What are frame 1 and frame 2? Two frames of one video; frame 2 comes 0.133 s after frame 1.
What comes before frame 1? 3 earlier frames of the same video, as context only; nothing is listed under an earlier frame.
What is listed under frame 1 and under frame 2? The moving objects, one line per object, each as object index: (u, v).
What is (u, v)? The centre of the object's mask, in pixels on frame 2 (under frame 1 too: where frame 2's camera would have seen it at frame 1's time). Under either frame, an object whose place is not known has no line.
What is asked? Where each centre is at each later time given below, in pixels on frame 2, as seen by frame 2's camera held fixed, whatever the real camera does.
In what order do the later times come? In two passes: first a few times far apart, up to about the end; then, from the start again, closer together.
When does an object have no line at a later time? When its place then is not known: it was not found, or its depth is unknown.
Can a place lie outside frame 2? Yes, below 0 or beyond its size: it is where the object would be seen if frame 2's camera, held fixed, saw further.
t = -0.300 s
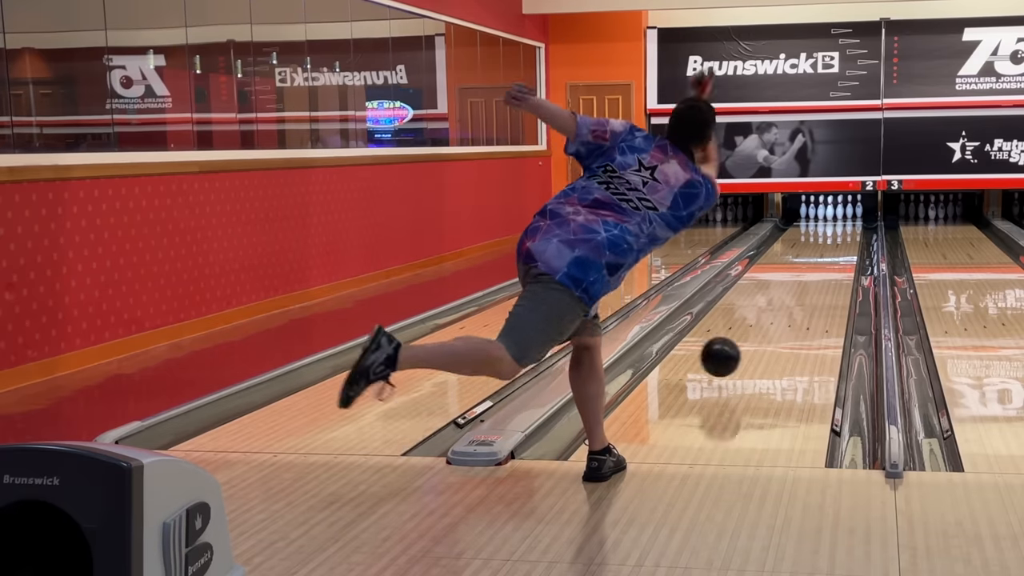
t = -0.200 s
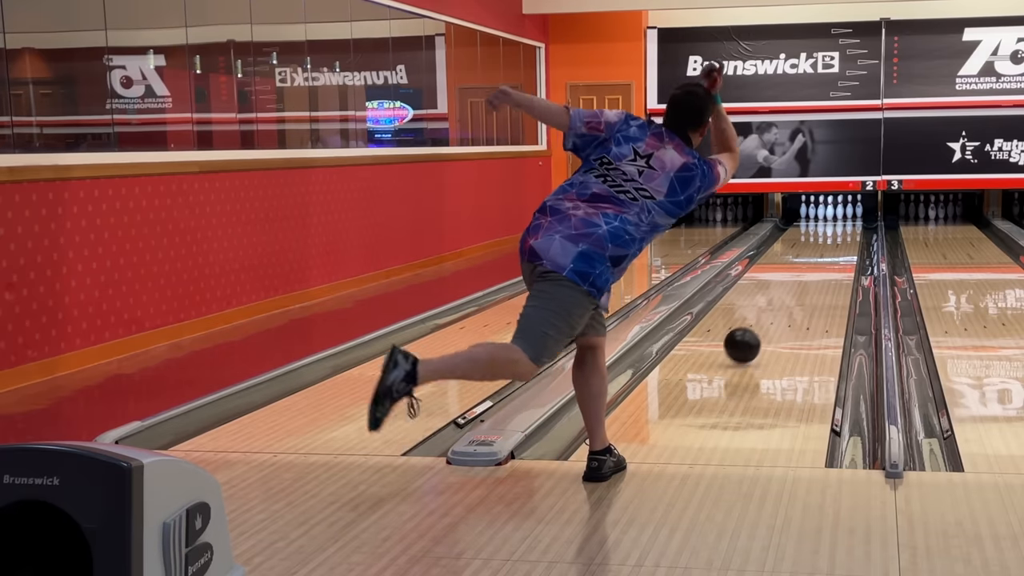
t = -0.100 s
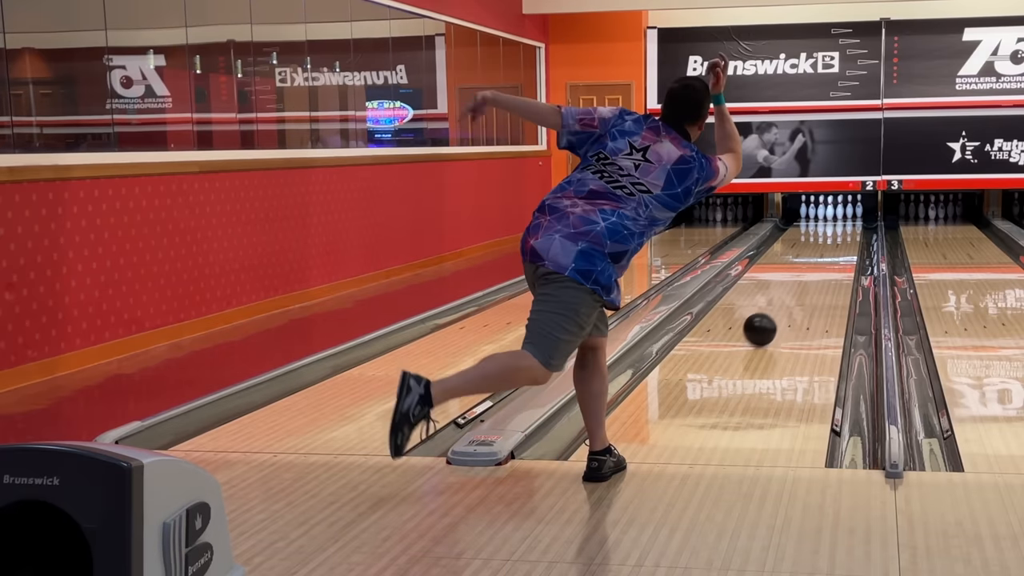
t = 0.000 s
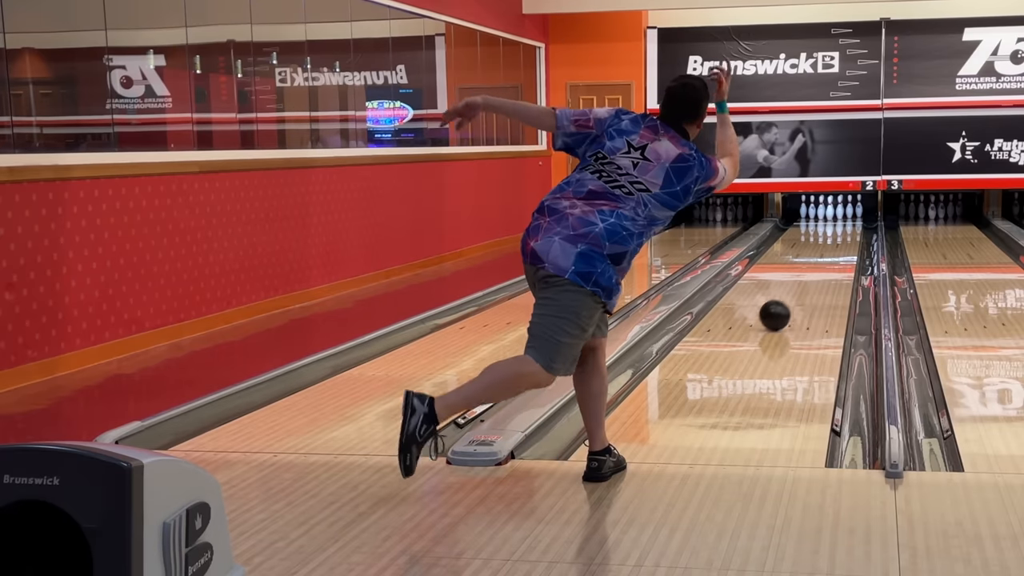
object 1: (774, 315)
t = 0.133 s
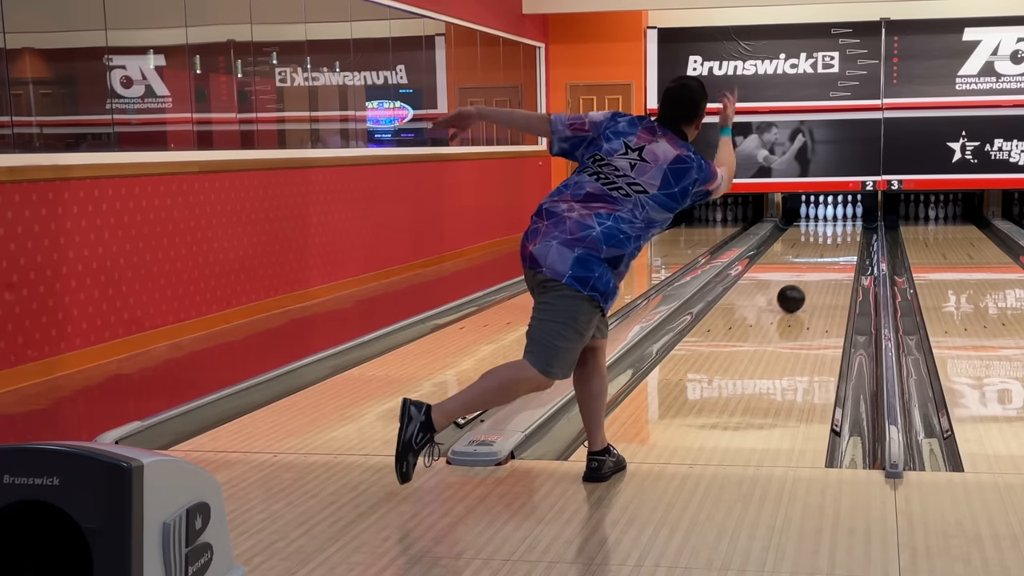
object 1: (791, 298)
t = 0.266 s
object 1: (804, 284)
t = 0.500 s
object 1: (821, 265)
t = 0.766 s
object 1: (834, 250)
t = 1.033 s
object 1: (844, 237)
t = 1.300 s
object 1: (848, 227)
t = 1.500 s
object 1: (846, 221)
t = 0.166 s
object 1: (794, 294)
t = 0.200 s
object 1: (798, 291)
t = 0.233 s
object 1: (801, 287)
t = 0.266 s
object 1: (804, 284)
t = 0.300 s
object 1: (807, 281)
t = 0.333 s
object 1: (809, 278)
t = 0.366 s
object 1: (812, 275)
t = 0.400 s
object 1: (814, 272)
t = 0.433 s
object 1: (817, 270)
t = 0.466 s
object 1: (819, 267)
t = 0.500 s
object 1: (821, 265)
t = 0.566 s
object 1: (825, 260)
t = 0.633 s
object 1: (827, 258)
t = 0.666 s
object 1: (829, 256)
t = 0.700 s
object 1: (831, 254)
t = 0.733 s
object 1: (832, 252)
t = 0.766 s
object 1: (834, 250)
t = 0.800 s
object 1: (835, 248)
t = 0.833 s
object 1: (837, 247)
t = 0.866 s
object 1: (838, 245)
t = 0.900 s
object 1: (839, 243)
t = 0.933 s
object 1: (841, 242)
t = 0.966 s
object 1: (842, 240)
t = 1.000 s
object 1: (843, 238)
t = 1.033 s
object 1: (844, 237)
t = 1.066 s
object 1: (845, 235)
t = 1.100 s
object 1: (846, 234)
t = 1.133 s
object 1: (846, 233)
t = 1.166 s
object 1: (847, 231)
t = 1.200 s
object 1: (847, 230)
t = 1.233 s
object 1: (848, 229)
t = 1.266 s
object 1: (848, 228)
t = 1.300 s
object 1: (848, 227)
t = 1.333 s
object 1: (848, 226)
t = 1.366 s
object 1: (848, 225)
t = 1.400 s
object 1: (848, 223)
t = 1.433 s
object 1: (847, 223)
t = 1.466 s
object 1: (847, 222)
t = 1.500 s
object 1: (846, 221)
